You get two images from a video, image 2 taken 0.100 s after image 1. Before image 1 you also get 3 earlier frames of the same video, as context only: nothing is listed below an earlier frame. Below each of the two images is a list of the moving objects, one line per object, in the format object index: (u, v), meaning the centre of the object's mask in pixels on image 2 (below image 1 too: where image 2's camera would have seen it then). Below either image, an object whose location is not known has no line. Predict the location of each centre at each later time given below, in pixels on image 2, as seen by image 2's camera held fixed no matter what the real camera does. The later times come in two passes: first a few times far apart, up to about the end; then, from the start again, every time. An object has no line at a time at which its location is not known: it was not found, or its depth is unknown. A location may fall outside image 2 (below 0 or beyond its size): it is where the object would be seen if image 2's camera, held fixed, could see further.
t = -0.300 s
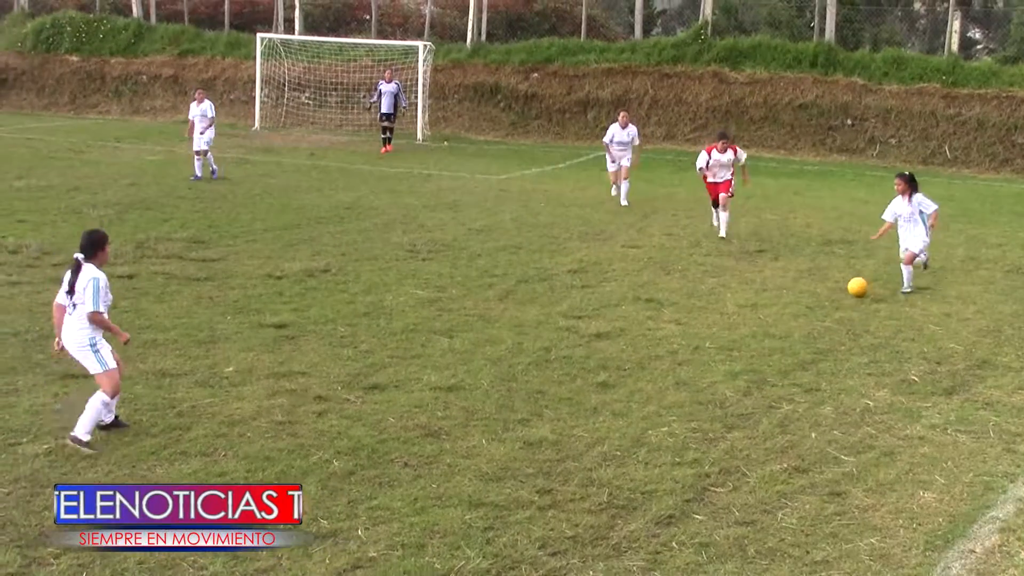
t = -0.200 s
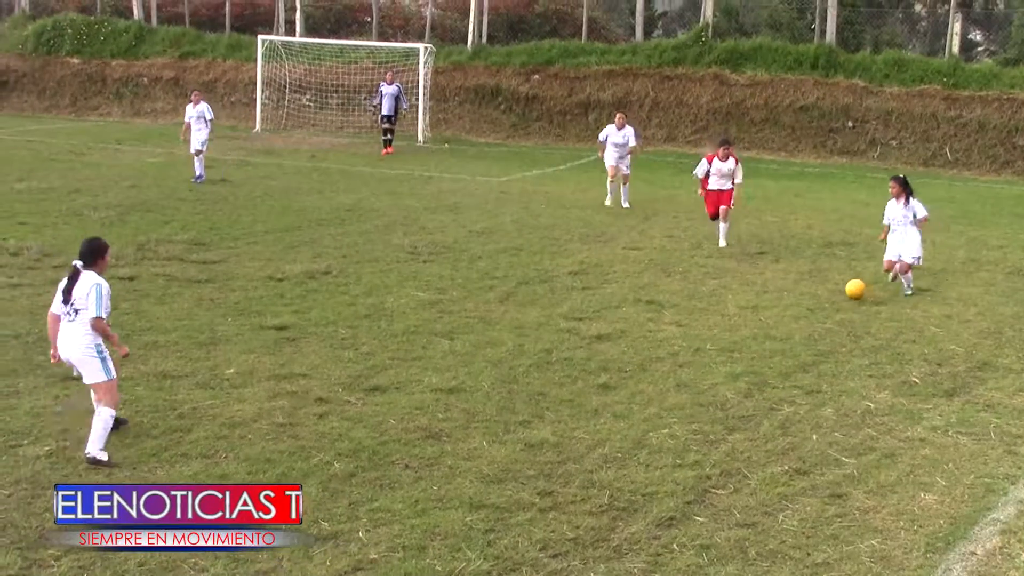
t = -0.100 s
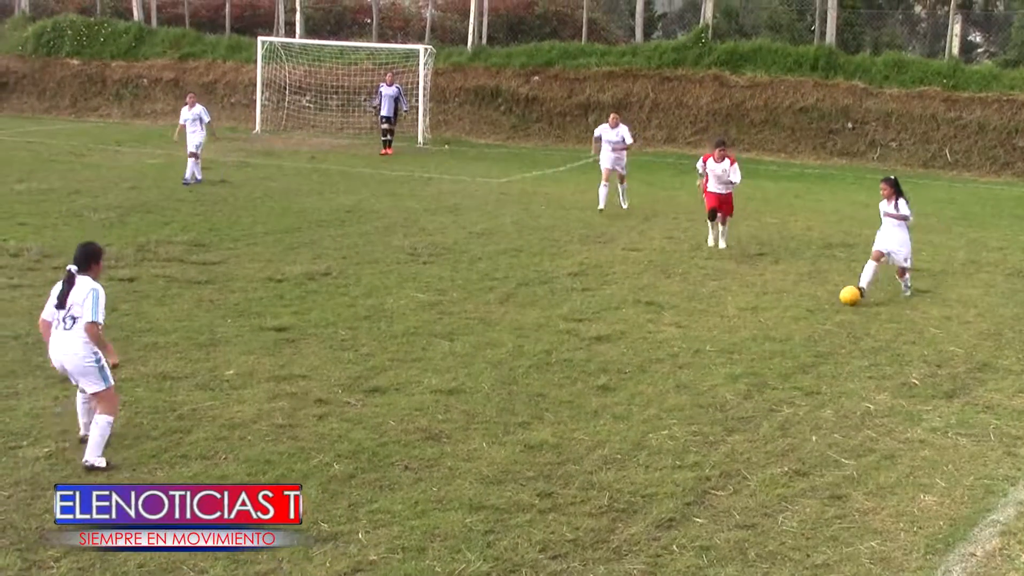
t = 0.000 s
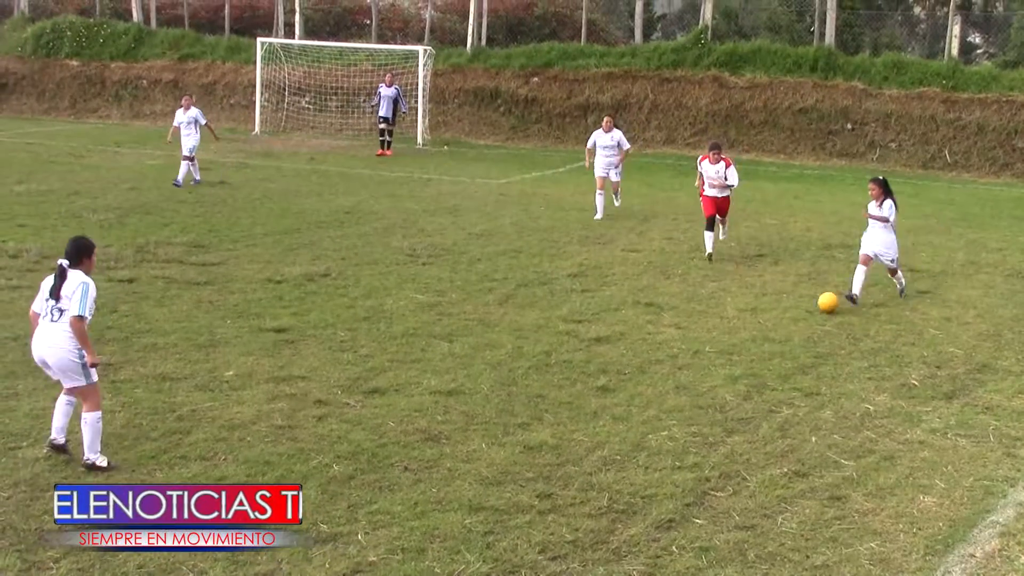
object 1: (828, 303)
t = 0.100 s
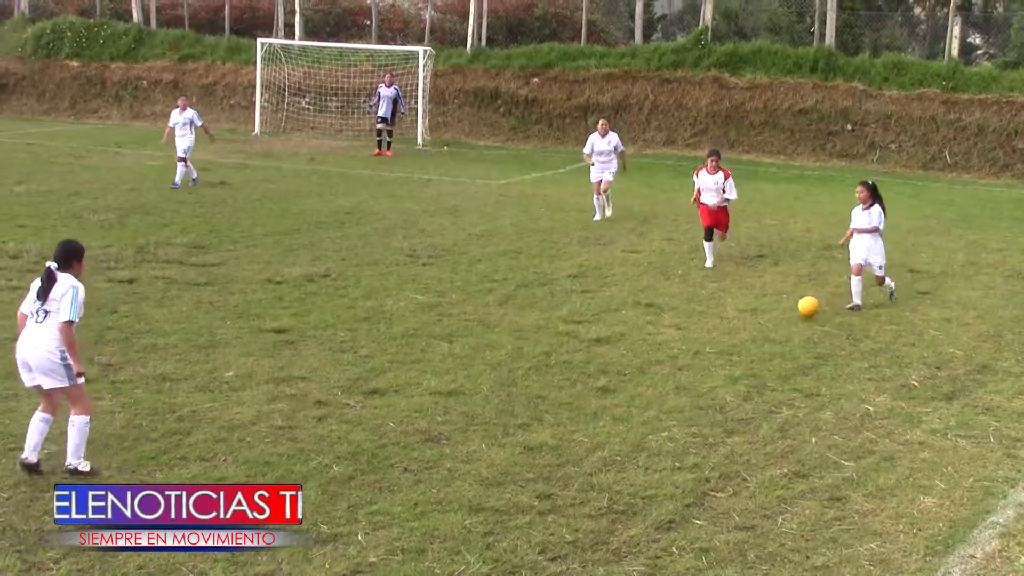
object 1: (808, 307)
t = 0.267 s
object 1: (774, 322)
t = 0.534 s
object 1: (714, 341)
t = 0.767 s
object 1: (659, 364)
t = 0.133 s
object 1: (801, 307)
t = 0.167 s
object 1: (795, 309)
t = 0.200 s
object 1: (788, 313)
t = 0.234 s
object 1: (781, 317)
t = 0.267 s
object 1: (774, 322)
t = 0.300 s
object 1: (767, 322)
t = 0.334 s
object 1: (759, 324)
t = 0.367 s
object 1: (752, 326)
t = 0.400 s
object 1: (744, 330)
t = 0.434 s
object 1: (736, 334)
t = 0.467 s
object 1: (730, 336)
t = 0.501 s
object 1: (722, 337)
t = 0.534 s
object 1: (714, 341)
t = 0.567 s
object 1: (706, 345)
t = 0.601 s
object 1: (698, 347)
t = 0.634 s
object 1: (691, 348)
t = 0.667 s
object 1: (684, 350)
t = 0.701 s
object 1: (675, 353)
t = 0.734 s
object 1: (667, 359)
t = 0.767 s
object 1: (659, 364)
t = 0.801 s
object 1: (650, 366)
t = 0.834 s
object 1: (641, 367)
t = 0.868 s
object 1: (632, 369)
